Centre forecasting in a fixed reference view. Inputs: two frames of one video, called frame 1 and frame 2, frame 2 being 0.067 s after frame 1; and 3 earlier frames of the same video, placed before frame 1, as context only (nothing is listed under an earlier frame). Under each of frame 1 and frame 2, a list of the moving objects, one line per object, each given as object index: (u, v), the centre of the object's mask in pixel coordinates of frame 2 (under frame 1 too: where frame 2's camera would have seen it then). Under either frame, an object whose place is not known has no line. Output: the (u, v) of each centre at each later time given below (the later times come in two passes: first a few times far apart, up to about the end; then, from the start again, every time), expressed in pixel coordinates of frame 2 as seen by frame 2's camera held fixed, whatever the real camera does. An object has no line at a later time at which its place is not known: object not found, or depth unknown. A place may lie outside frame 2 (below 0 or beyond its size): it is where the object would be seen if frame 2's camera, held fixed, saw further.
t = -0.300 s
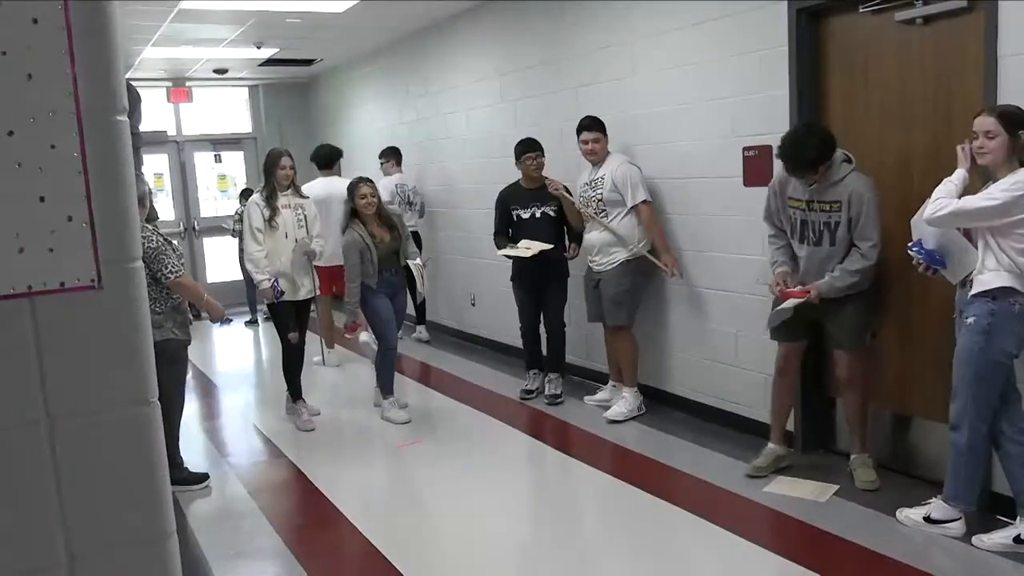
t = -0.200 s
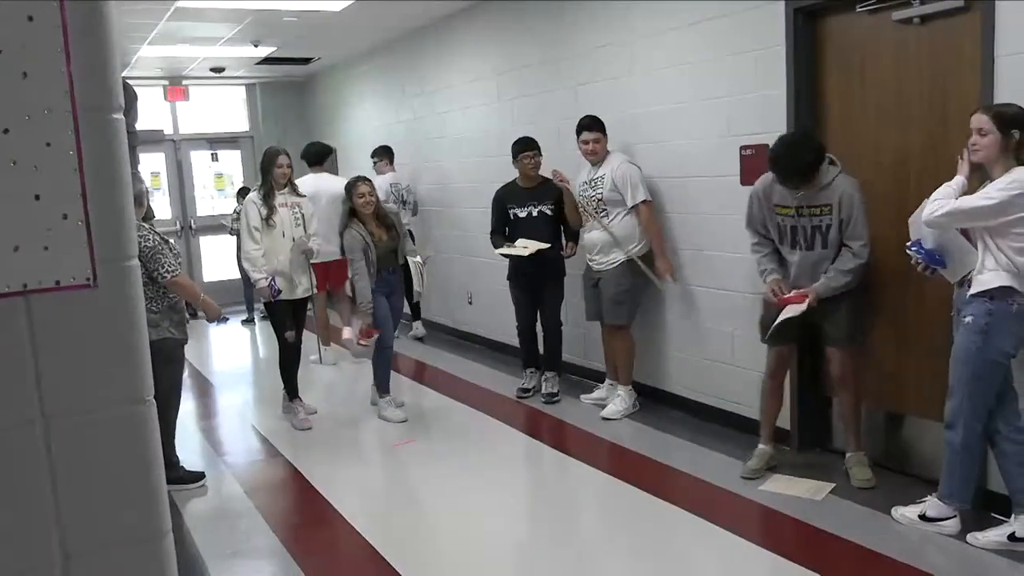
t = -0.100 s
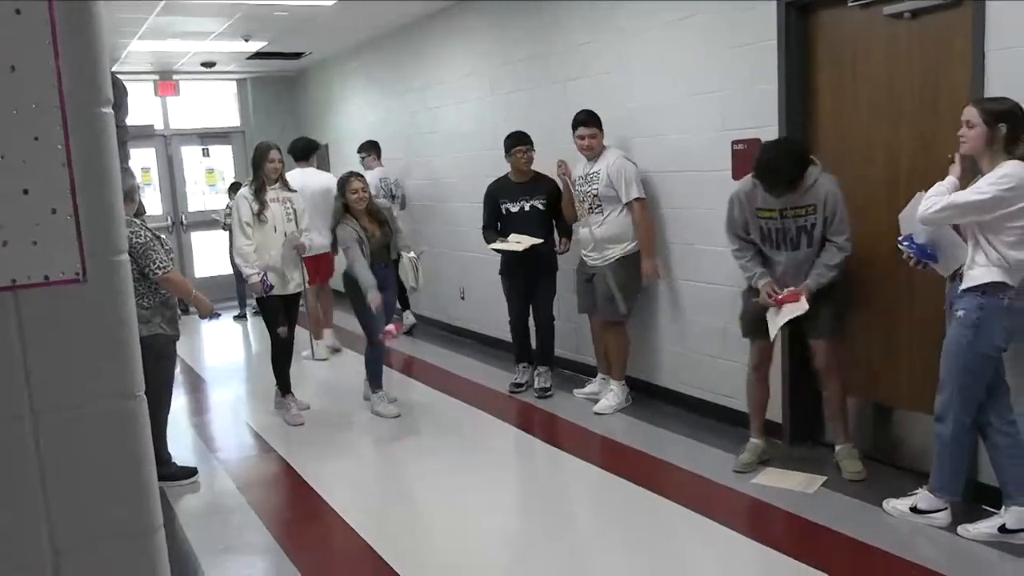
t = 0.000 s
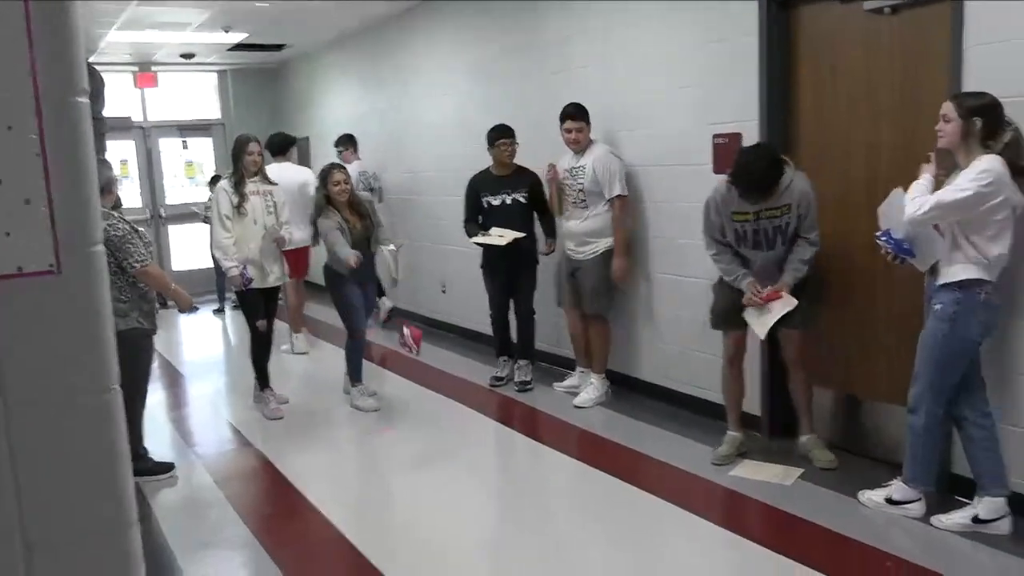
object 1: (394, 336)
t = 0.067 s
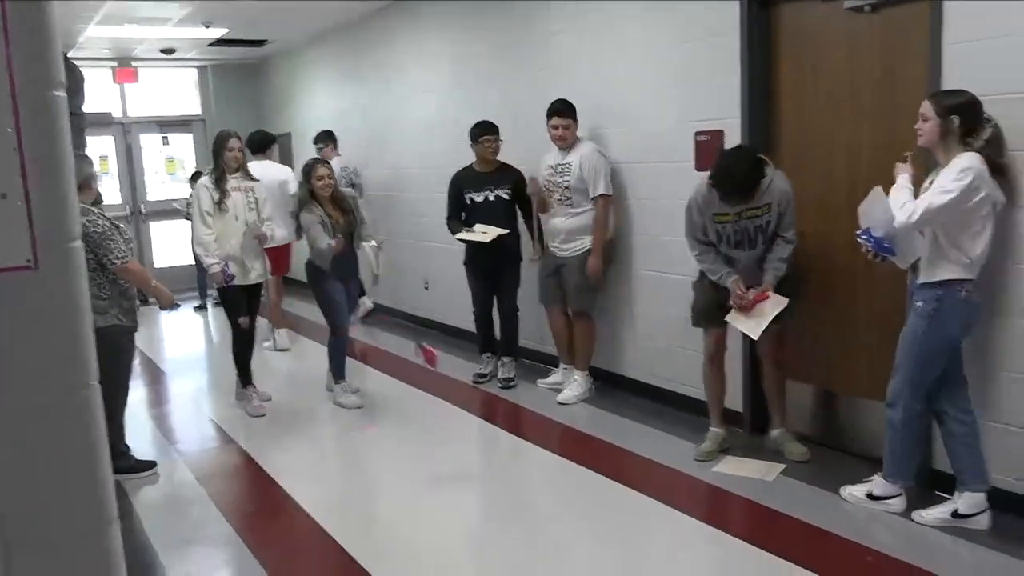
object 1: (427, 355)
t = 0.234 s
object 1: (530, 468)
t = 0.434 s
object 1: (664, 594)
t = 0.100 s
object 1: (444, 370)
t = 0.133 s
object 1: (464, 388)
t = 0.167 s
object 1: (485, 413)
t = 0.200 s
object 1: (506, 438)
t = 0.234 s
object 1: (530, 468)
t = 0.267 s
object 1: (557, 503)
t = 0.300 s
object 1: (586, 549)
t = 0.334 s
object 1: (604, 561)
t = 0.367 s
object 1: (623, 571)
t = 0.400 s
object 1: (644, 582)
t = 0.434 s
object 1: (664, 594)
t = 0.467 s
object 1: (686, 605)
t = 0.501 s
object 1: (707, 616)
